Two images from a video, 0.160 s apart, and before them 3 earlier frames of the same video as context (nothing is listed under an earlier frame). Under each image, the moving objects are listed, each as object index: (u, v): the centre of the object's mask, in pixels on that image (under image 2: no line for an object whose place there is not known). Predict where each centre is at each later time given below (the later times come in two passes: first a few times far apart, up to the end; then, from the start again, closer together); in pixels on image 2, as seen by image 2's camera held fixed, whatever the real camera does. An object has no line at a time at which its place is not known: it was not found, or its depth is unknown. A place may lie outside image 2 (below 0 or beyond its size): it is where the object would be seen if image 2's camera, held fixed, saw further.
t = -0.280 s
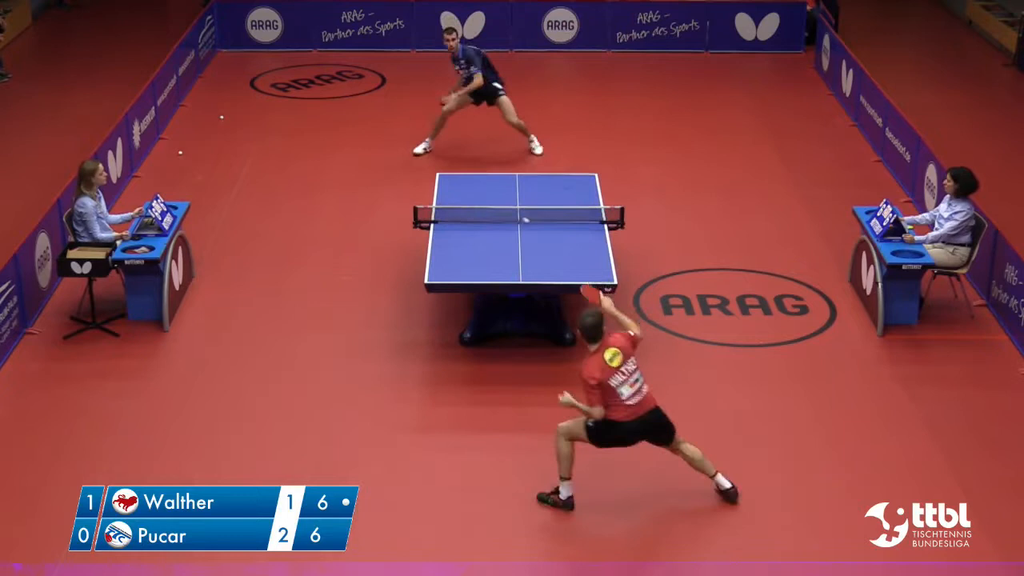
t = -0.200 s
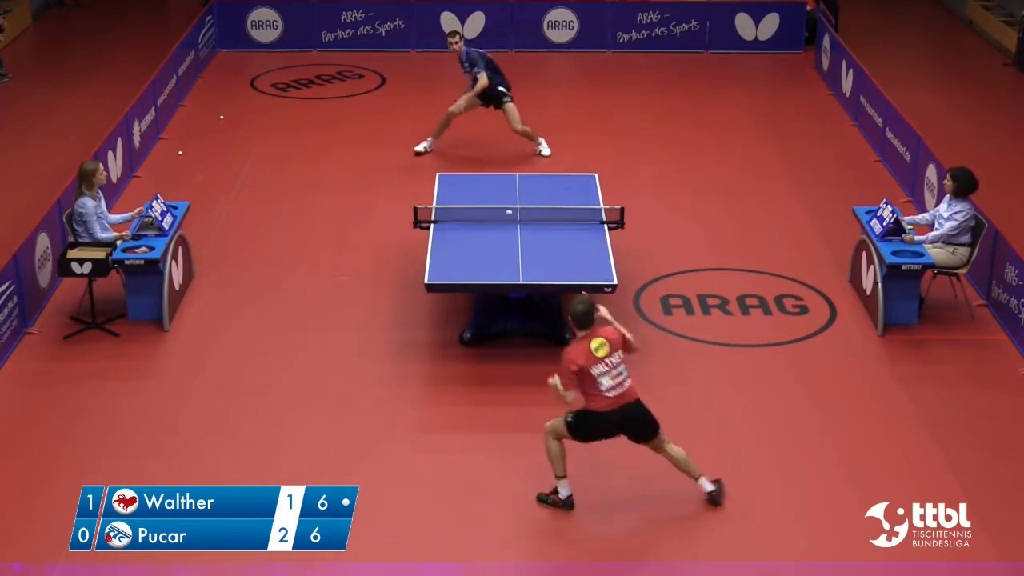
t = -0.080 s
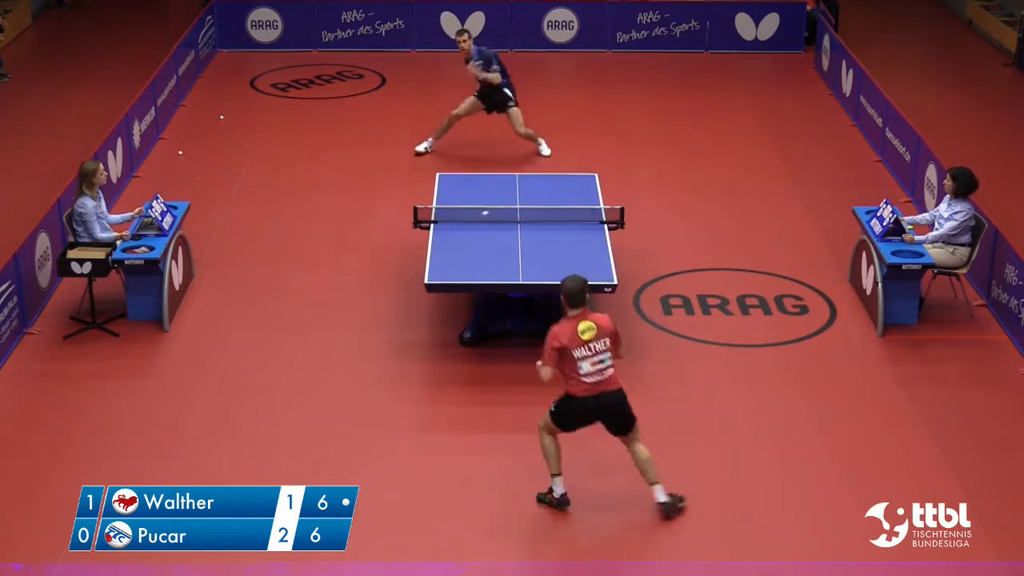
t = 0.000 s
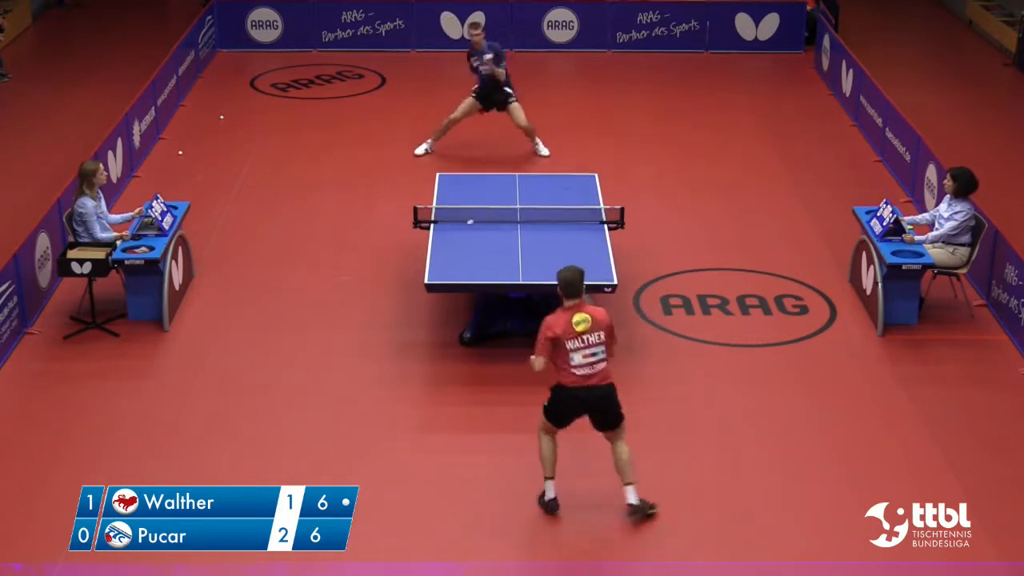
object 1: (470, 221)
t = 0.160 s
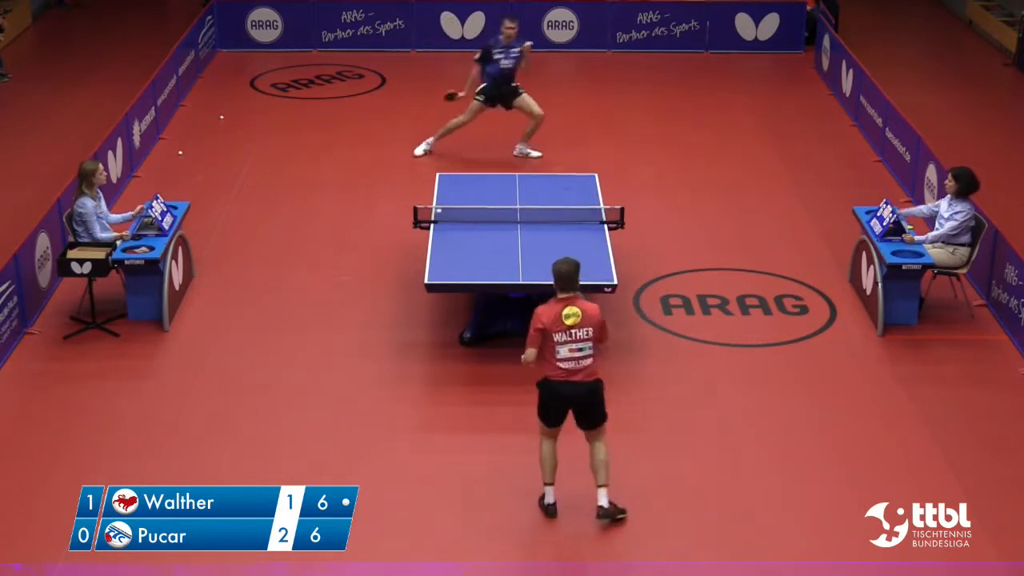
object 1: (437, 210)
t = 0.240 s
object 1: (424, 213)
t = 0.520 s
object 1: (378, 280)
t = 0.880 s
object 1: (317, 252)
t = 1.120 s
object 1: (284, 276)
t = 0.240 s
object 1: (424, 213)
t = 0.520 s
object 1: (378, 280)
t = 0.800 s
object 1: (330, 257)
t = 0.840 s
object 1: (324, 254)
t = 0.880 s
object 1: (317, 252)
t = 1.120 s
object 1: (284, 276)
